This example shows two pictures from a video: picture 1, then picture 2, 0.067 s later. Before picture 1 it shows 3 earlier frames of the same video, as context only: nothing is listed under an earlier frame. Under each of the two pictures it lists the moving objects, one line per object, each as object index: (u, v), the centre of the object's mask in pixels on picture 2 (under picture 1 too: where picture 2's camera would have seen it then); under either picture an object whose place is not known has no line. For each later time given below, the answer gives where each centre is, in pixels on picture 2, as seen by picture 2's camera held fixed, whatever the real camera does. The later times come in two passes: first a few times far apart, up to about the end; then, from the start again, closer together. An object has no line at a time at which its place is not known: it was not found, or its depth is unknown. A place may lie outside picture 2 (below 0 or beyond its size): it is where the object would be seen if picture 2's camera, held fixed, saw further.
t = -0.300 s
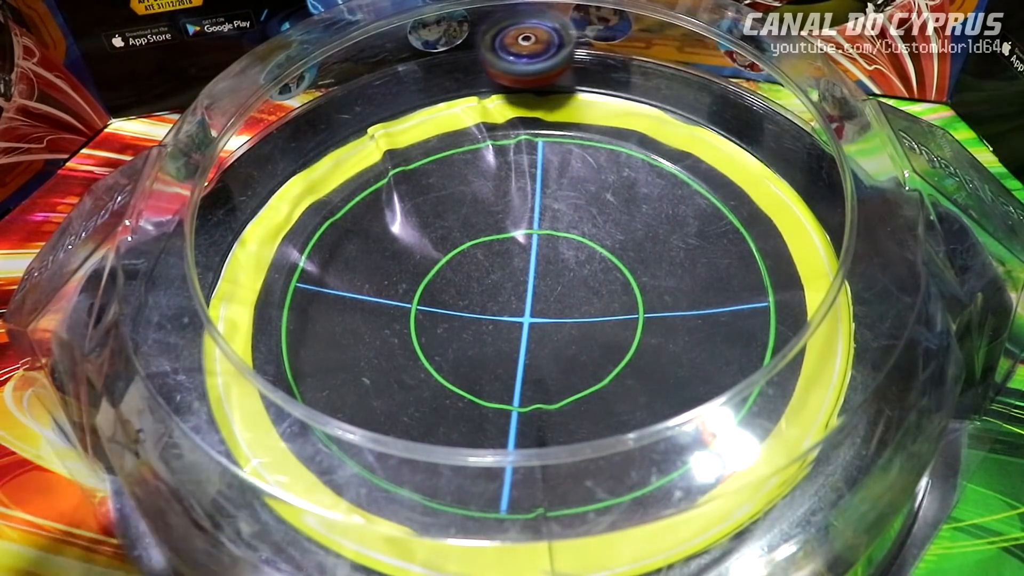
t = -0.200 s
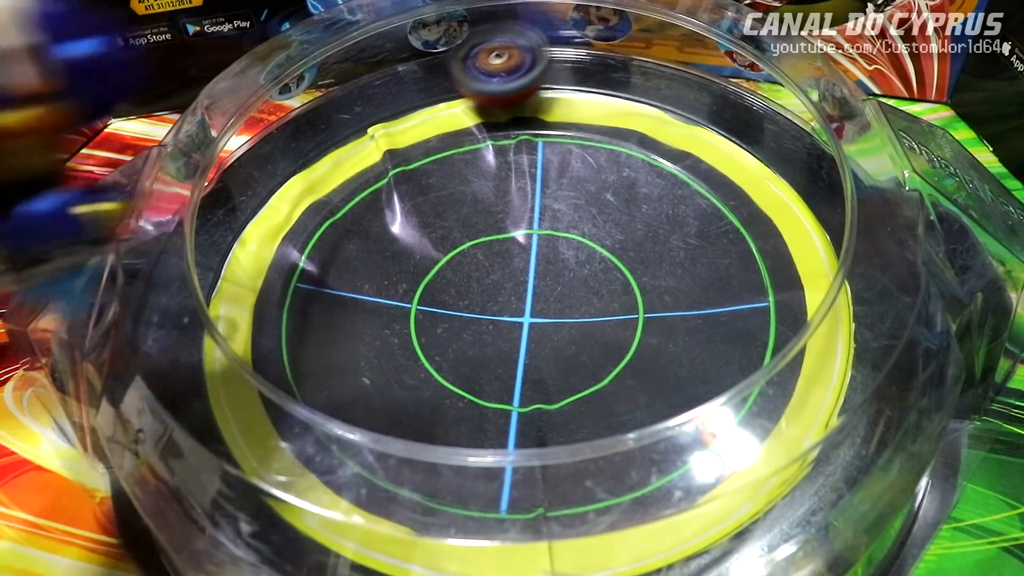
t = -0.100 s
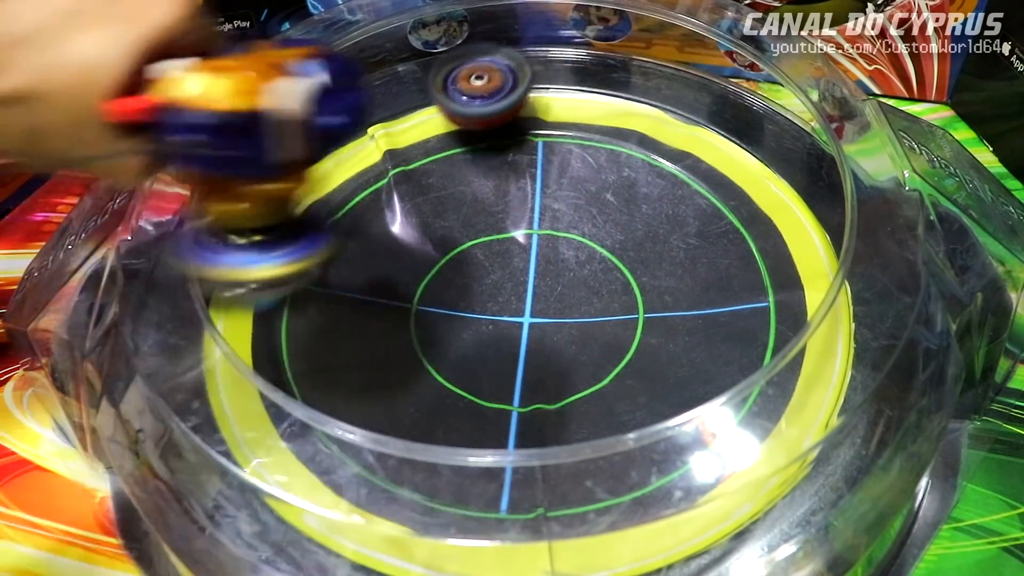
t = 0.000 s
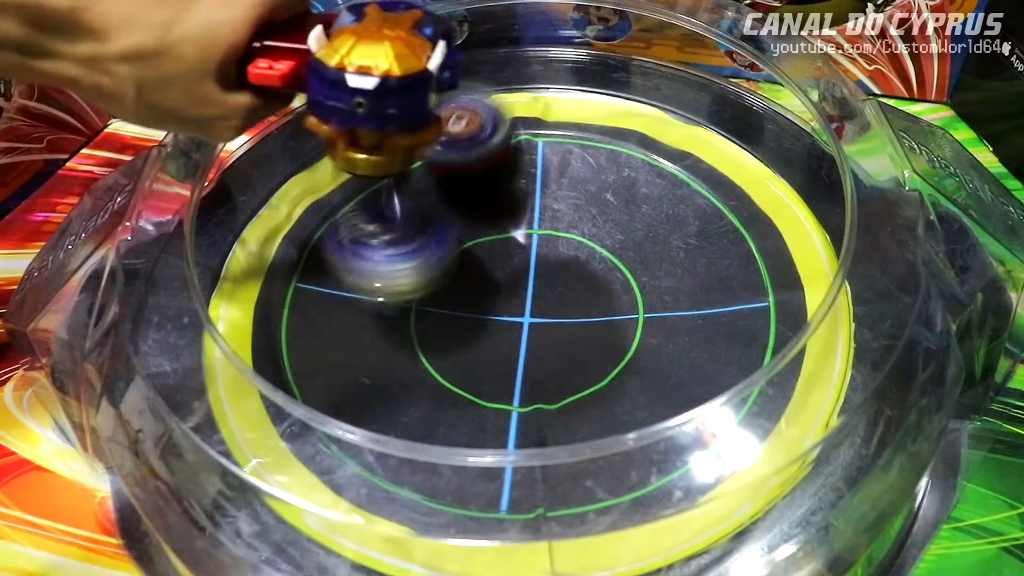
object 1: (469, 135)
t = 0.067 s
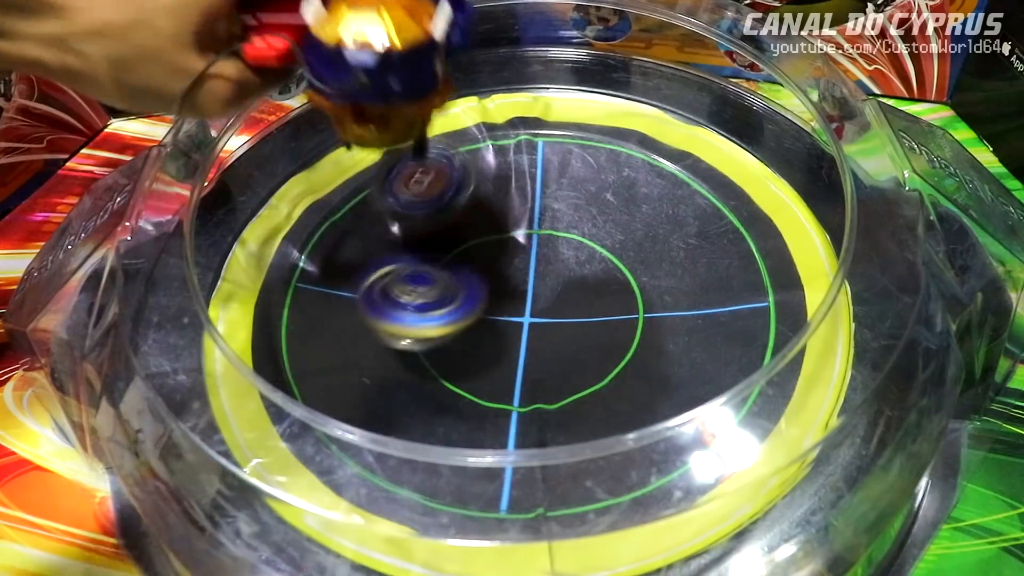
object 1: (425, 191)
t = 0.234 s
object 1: (437, 377)
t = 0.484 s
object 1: (762, 279)
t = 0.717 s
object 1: (741, 101)
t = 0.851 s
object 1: (724, 89)
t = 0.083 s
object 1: (414, 205)
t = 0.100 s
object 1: (403, 220)
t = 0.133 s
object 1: (379, 270)
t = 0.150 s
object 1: (374, 289)
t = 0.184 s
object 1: (395, 330)
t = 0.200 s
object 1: (403, 343)
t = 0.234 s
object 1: (437, 377)
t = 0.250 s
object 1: (456, 388)
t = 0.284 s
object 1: (505, 400)
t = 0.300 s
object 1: (532, 404)
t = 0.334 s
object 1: (592, 419)
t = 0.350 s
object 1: (615, 394)
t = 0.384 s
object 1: (664, 375)
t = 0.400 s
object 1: (687, 369)
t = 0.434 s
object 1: (727, 338)
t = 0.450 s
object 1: (741, 317)
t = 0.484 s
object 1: (762, 279)
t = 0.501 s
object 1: (778, 253)
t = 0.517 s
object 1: (784, 233)
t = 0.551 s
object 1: (797, 200)
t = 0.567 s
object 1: (799, 187)
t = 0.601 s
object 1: (795, 148)
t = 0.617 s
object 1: (789, 136)
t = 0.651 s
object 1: (769, 125)
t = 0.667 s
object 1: (762, 116)
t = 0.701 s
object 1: (749, 103)
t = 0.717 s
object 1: (741, 101)
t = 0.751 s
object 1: (732, 93)
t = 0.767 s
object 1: (728, 93)
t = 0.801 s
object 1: (724, 89)
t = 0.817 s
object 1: (722, 88)
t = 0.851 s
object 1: (724, 89)
